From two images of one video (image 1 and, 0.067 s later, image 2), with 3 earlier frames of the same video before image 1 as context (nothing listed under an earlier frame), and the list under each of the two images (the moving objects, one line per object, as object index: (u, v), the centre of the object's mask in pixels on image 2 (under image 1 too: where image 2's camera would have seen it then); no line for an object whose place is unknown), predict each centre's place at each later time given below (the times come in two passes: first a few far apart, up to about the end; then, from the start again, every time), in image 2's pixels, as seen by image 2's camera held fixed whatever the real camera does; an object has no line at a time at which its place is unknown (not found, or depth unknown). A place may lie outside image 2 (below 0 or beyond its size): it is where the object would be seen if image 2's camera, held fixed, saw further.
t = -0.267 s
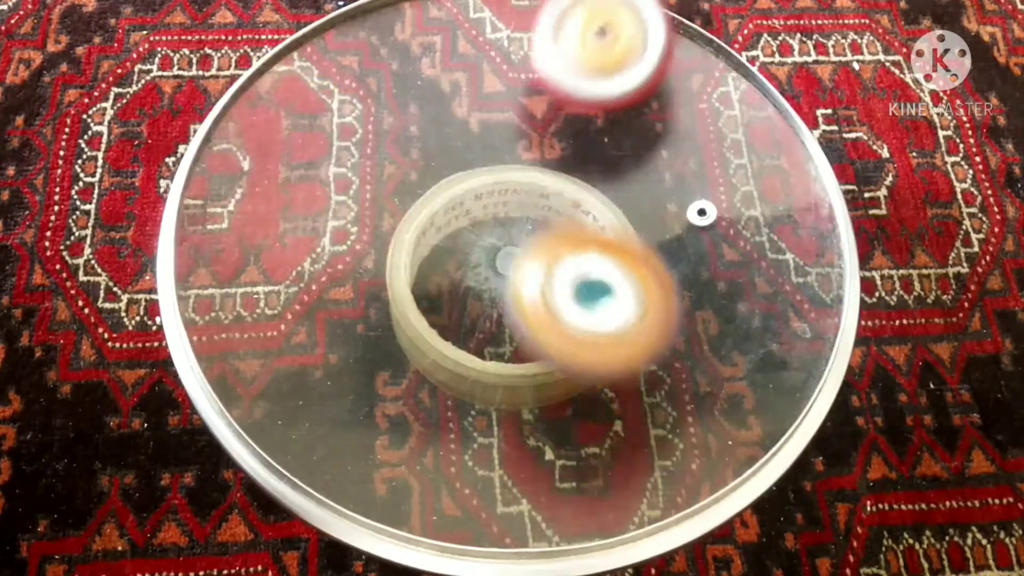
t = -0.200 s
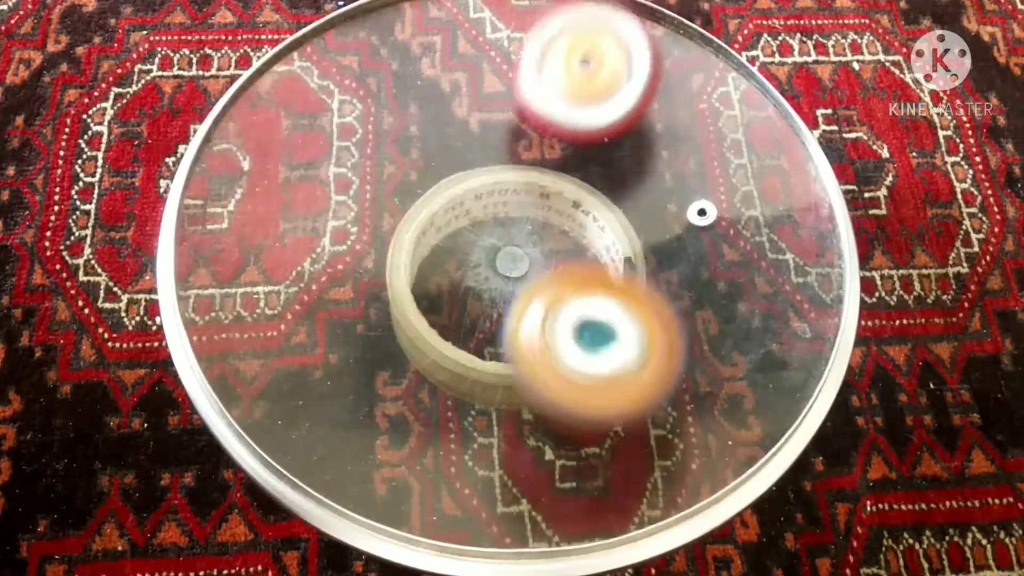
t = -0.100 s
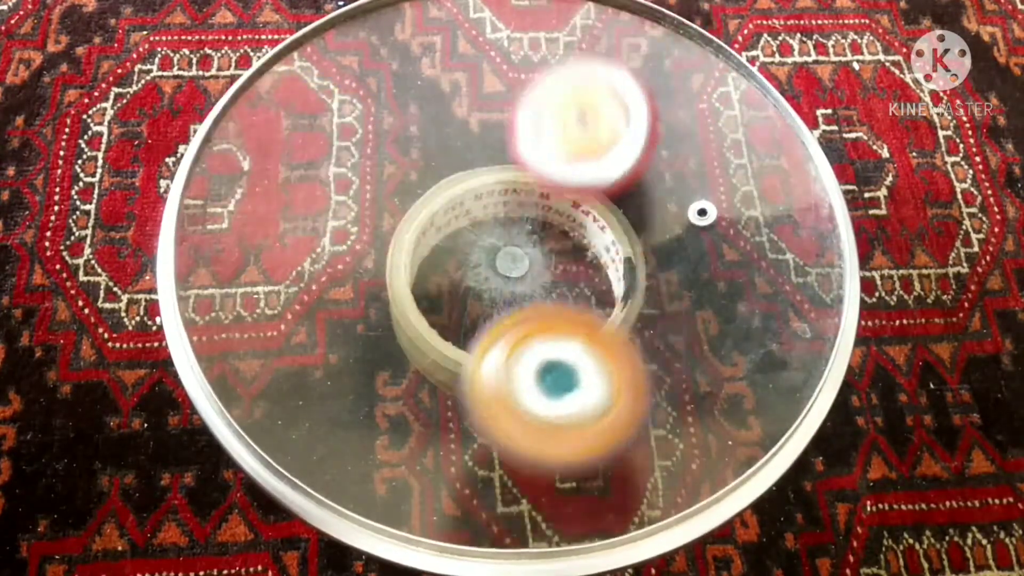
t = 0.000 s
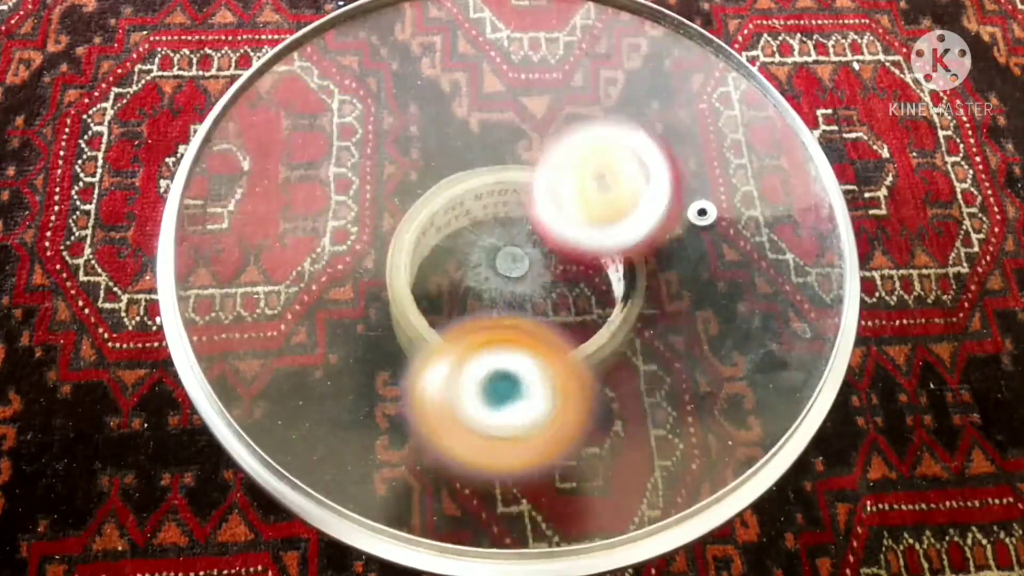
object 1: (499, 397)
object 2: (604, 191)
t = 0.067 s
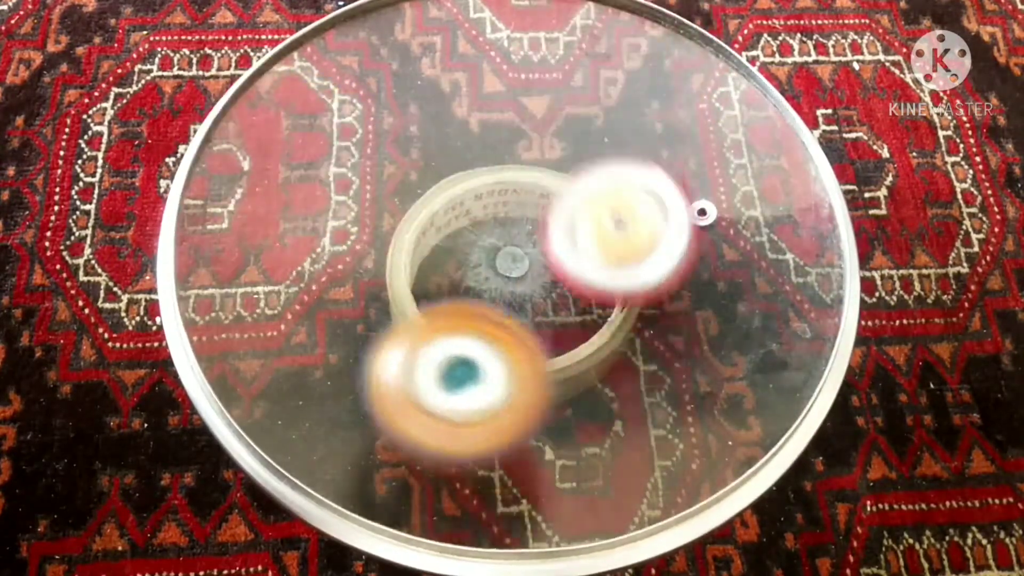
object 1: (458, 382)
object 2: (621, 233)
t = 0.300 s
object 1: (407, 242)
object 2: (691, 325)
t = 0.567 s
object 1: (542, 128)
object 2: (632, 333)
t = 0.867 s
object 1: (664, 174)
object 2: (444, 314)
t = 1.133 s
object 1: (550, 266)
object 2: (296, 298)
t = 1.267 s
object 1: (461, 249)
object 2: (276, 290)
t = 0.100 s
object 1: (437, 369)
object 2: (633, 253)
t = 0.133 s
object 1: (421, 352)
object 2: (645, 268)
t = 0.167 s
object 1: (410, 332)
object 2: (657, 284)
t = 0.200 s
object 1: (403, 312)
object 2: (670, 297)
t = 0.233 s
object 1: (401, 290)
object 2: (679, 307)
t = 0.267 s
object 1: (402, 266)
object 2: (687, 318)
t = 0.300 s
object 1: (407, 242)
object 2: (691, 325)
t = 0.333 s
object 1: (416, 219)
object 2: (692, 330)
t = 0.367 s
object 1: (428, 198)
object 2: (691, 334)
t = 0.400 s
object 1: (442, 180)
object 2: (686, 336)
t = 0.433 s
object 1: (458, 164)
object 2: (681, 336)
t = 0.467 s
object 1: (477, 151)
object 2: (672, 336)
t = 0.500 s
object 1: (498, 142)
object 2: (661, 335)
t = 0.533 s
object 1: (520, 134)
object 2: (647, 334)
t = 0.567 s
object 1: (542, 128)
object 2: (632, 333)
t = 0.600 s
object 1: (564, 123)
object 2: (615, 331)
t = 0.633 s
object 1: (585, 122)
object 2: (597, 330)
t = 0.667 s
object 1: (604, 122)
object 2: (575, 328)
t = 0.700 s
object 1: (619, 124)
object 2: (554, 326)
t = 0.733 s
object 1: (634, 129)
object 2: (534, 323)
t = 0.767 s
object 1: (644, 138)
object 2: (512, 321)
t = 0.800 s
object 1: (654, 148)
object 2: (489, 318)
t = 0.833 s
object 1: (661, 160)
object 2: (466, 317)
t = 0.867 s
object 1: (664, 174)
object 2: (444, 314)
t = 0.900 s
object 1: (663, 187)
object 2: (419, 311)
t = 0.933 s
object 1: (658, 201)
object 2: (397, 309)
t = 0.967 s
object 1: (649, 213)
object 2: (375, 308)
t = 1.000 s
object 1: (636, 227)
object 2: (354, 306)
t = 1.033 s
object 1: (622, 240)
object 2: (336, 304)
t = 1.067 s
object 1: (603, 251)
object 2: (320, 302)
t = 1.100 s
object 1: (579, 260)
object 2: (307, 300)
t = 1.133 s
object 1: (550, 266)
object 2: (296, 298)
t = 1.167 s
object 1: (524, 270)
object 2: (288, 295)
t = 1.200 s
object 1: (501, 266)
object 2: (284, 293)
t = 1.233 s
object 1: (476, 260)
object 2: (283, 291)
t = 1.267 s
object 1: (461, 249)
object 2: (276, 290)
